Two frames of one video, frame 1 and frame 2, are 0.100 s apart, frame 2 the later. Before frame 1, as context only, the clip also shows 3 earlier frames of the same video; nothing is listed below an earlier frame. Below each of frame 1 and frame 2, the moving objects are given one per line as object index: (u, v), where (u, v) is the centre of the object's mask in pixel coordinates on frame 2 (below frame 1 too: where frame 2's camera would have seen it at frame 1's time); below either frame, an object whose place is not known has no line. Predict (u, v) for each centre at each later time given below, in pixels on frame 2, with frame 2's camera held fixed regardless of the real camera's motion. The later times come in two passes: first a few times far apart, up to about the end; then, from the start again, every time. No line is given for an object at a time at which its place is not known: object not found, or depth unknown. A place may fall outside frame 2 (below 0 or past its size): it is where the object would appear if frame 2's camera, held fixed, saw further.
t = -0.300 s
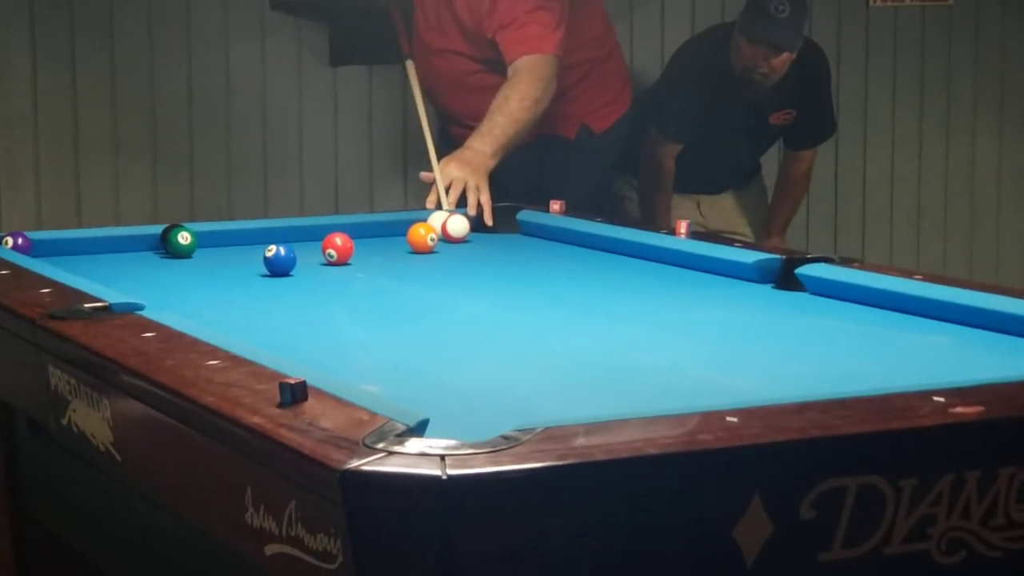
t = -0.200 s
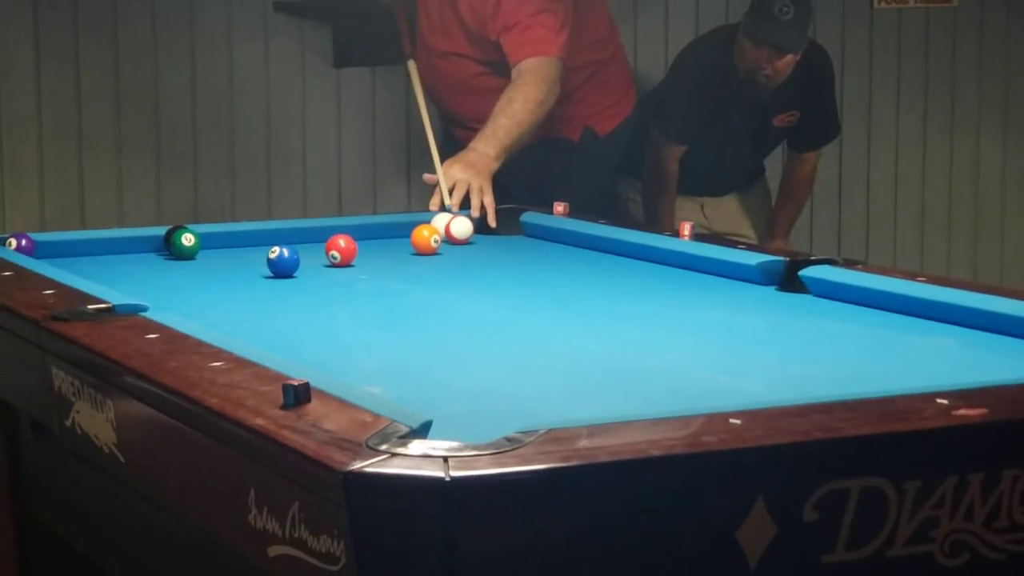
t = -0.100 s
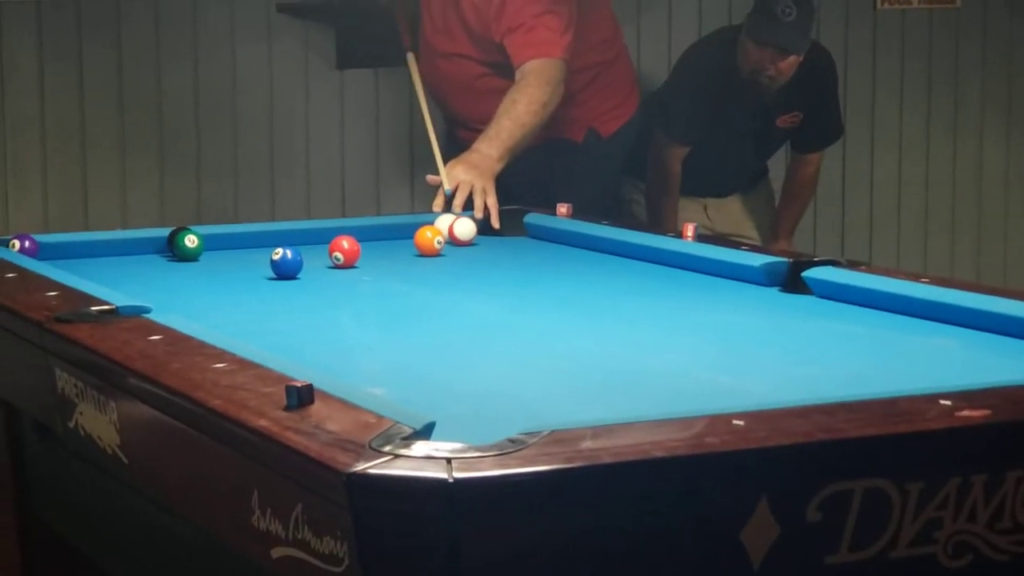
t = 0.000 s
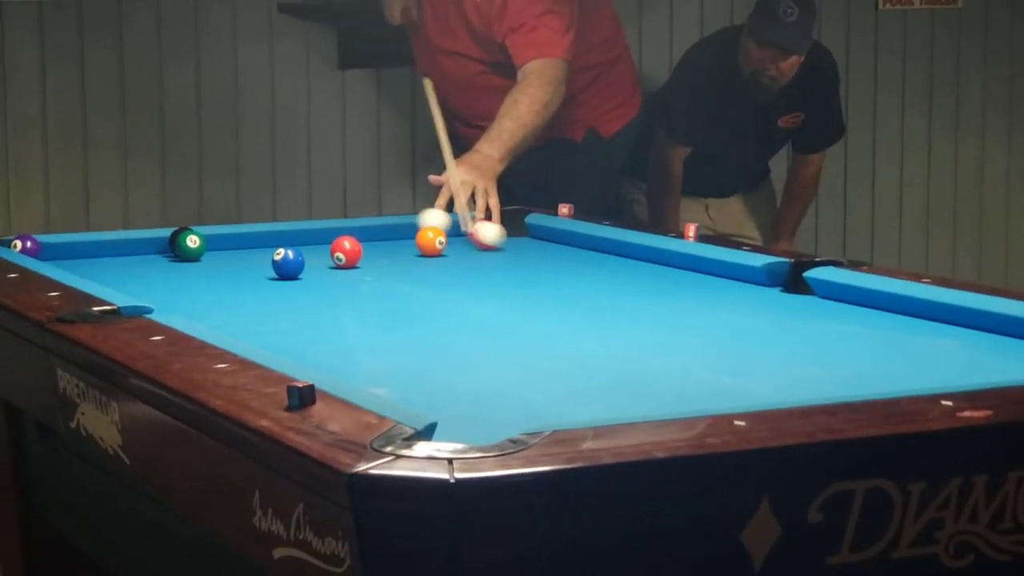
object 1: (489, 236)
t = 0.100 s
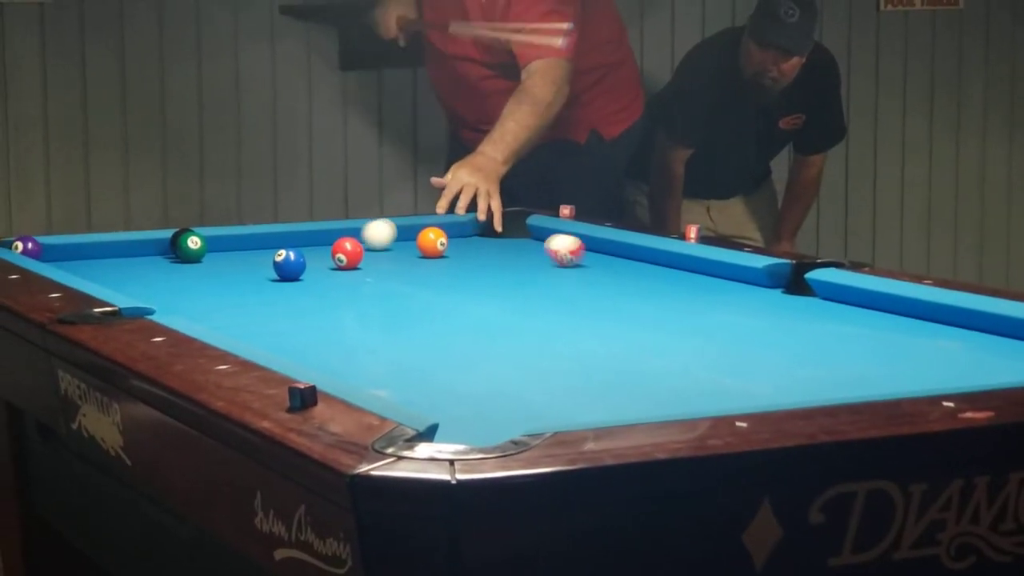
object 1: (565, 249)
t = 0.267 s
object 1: (692, 273)
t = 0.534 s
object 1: (921, 314)
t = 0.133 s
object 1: (591, 254)
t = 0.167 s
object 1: (616, 258)
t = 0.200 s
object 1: (642, 263)
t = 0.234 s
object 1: (667, 268)
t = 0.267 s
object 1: (692, 273)
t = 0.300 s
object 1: (717, 277)
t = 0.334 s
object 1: (743, 282)
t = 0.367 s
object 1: (771, 287)
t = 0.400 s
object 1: (798, 292)
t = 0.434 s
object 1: (827, 297)
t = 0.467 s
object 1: (856, 303)
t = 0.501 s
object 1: (889, 309)
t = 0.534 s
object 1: (921, 314)
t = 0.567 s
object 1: (955, 321)
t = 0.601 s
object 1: (989, 328)
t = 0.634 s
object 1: (1010, 332)
